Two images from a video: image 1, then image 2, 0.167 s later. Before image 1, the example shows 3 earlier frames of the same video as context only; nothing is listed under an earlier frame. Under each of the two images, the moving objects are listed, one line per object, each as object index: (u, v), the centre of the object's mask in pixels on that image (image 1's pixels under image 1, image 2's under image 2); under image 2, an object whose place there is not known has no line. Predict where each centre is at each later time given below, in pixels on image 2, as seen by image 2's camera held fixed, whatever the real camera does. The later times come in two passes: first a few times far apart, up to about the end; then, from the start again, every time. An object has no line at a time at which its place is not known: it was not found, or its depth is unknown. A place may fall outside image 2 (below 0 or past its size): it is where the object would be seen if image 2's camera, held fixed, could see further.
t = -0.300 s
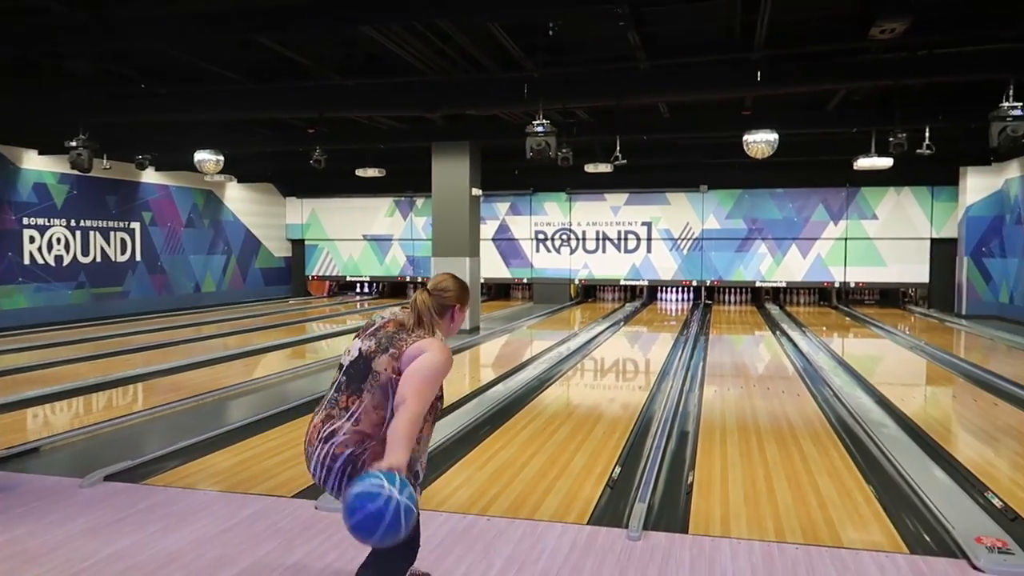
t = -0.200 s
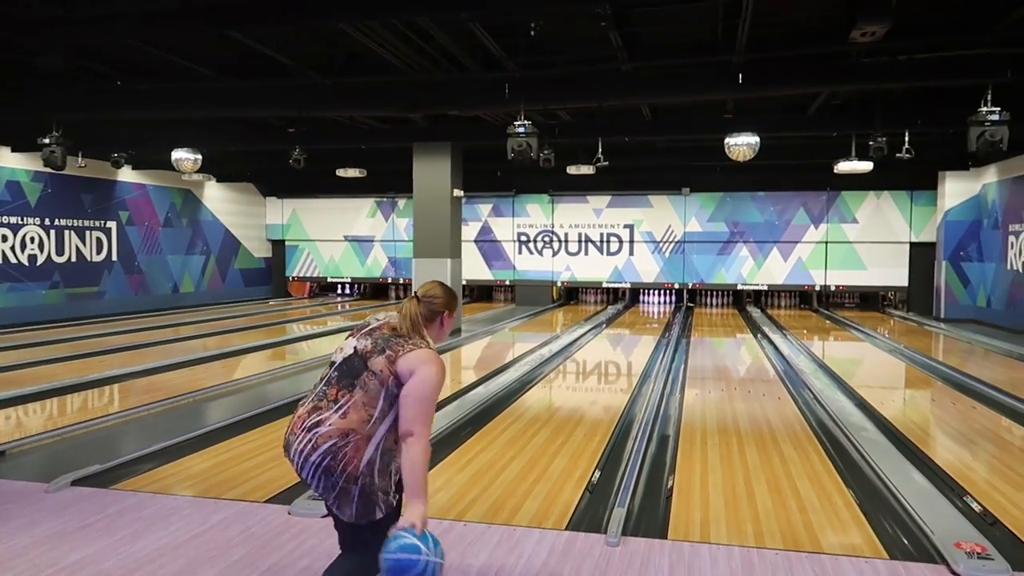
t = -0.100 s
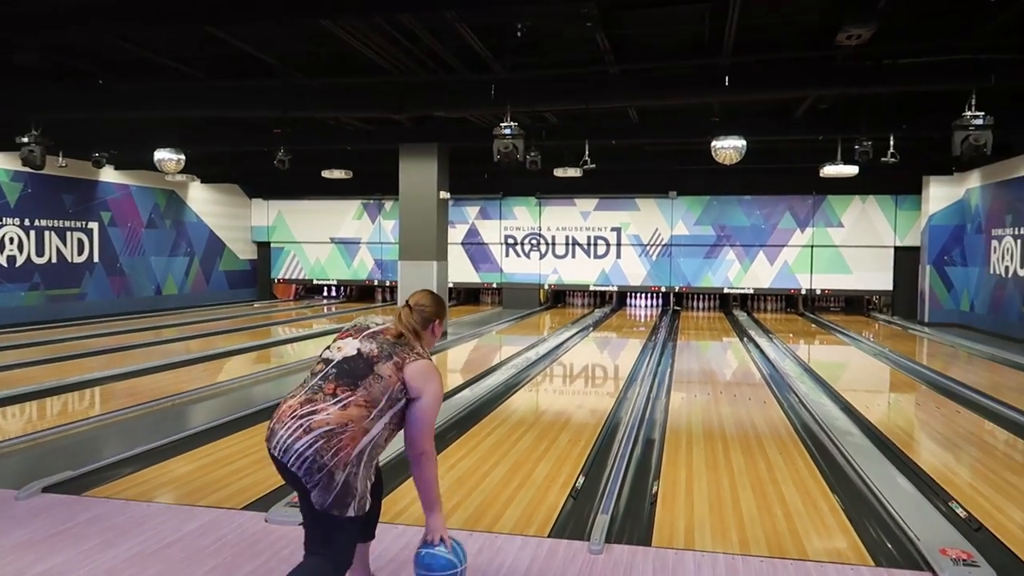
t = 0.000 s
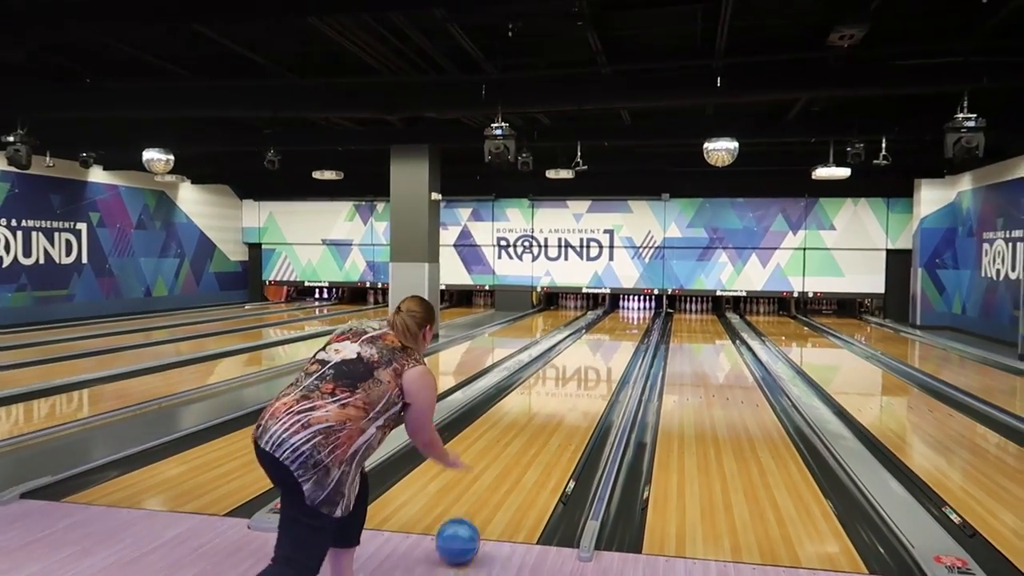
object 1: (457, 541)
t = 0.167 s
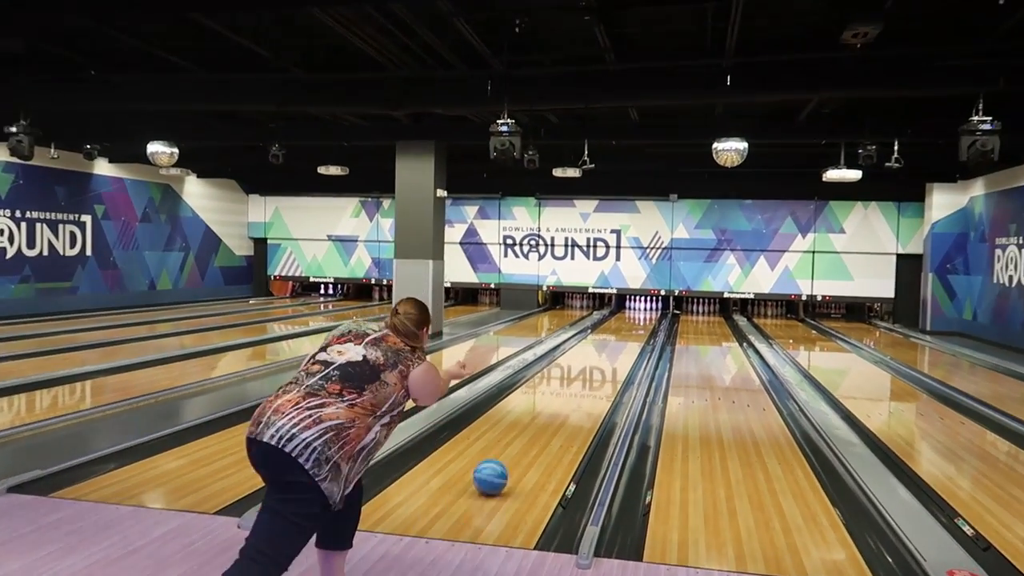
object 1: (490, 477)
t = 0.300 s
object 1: (509, 443)
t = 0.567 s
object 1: (534, 398)
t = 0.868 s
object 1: (550, 369)
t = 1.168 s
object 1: (561, 350)
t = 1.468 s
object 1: (572, 341)
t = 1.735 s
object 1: (583, 333)
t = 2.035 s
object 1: (595, 324)
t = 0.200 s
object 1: (496, 468)
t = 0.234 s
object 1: (501, 459)
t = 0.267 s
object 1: (505, 451)
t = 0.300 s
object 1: (509, 443)
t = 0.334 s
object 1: (513, 435)
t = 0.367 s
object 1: (517, 429)
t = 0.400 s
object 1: (520, 423)
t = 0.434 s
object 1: (523, 417)
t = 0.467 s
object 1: (526, 412)
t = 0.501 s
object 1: (529, 407)
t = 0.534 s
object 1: (531, 403)
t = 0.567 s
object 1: (534, 398)
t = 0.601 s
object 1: (536, 394)
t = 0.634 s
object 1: (538, 390)
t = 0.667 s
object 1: (540, 387)
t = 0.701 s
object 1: (542, 383)
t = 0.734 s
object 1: (543, 380)
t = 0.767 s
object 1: (545, 377)
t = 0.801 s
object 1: (547, 374)
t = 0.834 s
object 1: (548, 371)
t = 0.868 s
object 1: (550, 369)
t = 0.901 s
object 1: (551, 366)
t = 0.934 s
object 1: (552, 364)
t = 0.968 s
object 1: (554, 362)
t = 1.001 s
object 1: (555, 360)
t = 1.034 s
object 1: (556, 358)
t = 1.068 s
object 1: (558, 356)
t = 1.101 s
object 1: (559, 354)
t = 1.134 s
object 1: (560, 351)
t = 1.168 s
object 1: (561, 350)
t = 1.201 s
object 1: (561, 349)
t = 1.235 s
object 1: (562, 347)
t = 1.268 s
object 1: (563, 346)
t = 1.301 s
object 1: (564, 345)
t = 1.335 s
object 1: (564, 346)
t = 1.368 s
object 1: (564, 345)
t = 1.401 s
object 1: (566, 344)
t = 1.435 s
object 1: (569, 343)
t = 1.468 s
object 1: (572, 341)
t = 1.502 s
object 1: (573, 340)
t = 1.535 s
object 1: (574, 339)
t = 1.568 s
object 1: (576, 339)
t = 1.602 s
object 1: (577, 338)
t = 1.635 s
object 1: (578, 337)
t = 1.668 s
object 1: (580, 335)
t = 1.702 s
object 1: (581, 335)
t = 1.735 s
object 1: (583, 333)
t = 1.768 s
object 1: (584, 332)
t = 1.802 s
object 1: (585, 331)
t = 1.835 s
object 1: (586, 330)
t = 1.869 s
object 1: (587, 329)
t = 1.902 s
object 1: (589, 328)
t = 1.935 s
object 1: (590, 327)
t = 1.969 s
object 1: (592, 326)
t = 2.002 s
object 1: (593, 326)
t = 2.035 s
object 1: (595, 324)
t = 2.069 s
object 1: (596, 323)
